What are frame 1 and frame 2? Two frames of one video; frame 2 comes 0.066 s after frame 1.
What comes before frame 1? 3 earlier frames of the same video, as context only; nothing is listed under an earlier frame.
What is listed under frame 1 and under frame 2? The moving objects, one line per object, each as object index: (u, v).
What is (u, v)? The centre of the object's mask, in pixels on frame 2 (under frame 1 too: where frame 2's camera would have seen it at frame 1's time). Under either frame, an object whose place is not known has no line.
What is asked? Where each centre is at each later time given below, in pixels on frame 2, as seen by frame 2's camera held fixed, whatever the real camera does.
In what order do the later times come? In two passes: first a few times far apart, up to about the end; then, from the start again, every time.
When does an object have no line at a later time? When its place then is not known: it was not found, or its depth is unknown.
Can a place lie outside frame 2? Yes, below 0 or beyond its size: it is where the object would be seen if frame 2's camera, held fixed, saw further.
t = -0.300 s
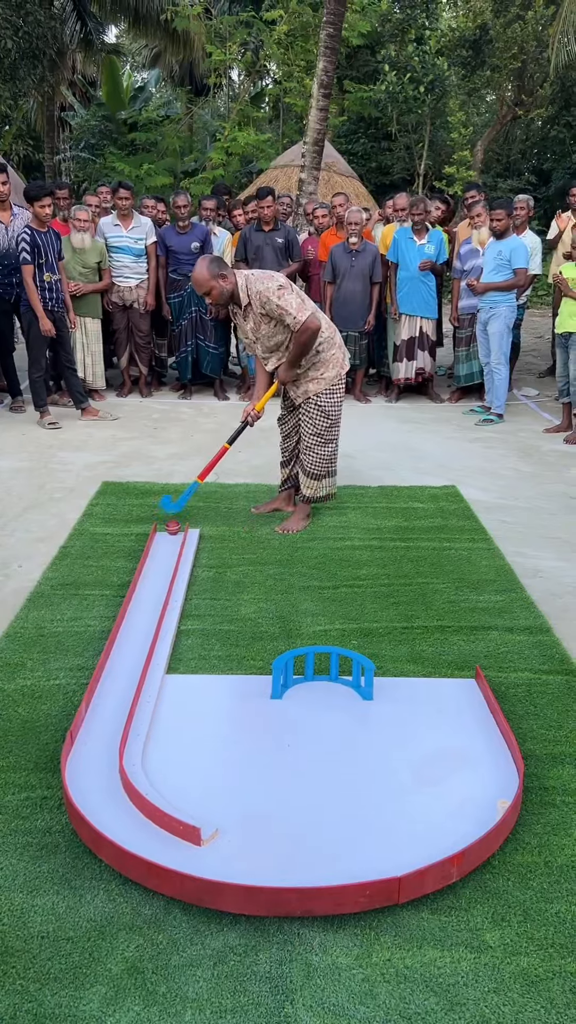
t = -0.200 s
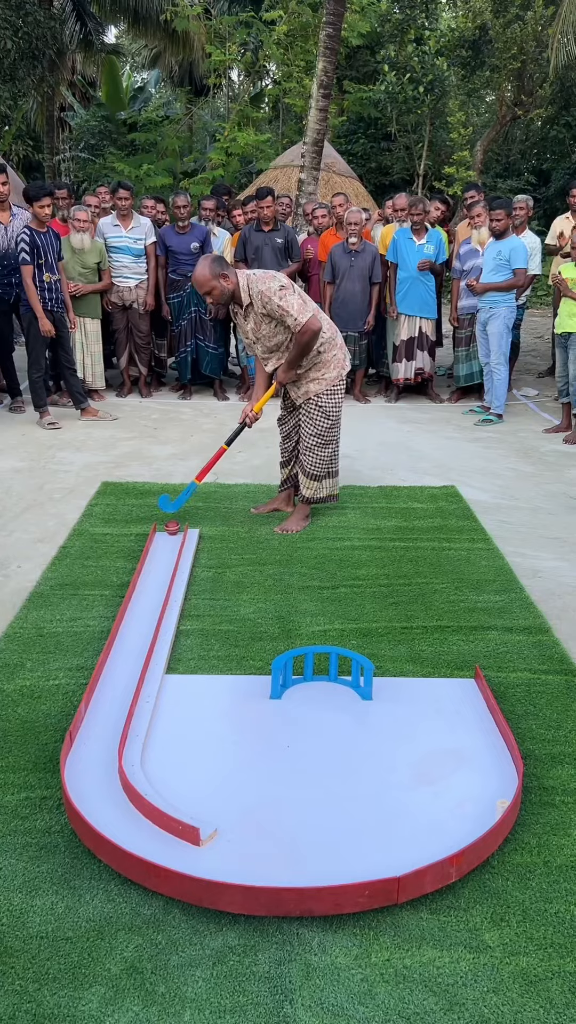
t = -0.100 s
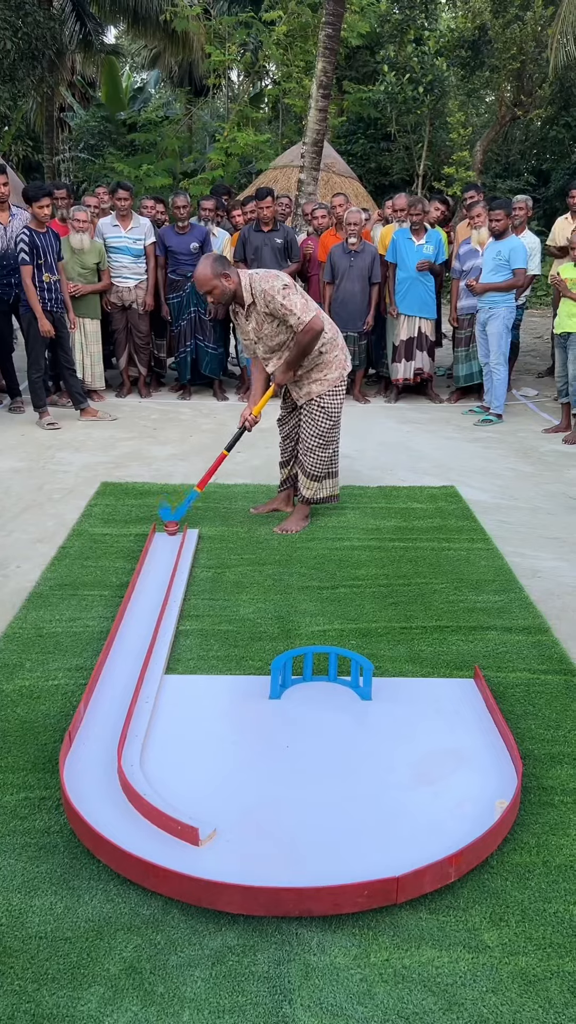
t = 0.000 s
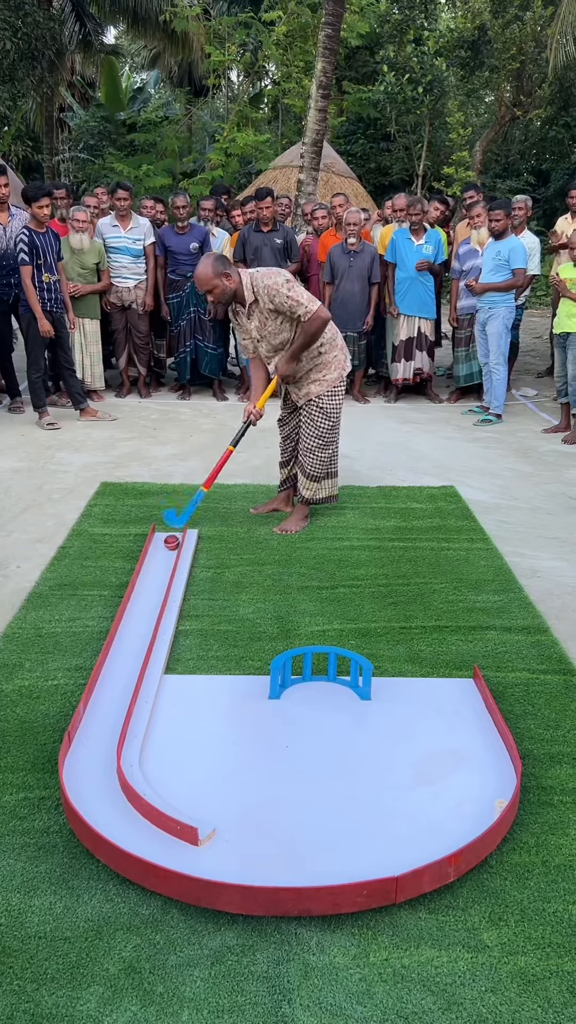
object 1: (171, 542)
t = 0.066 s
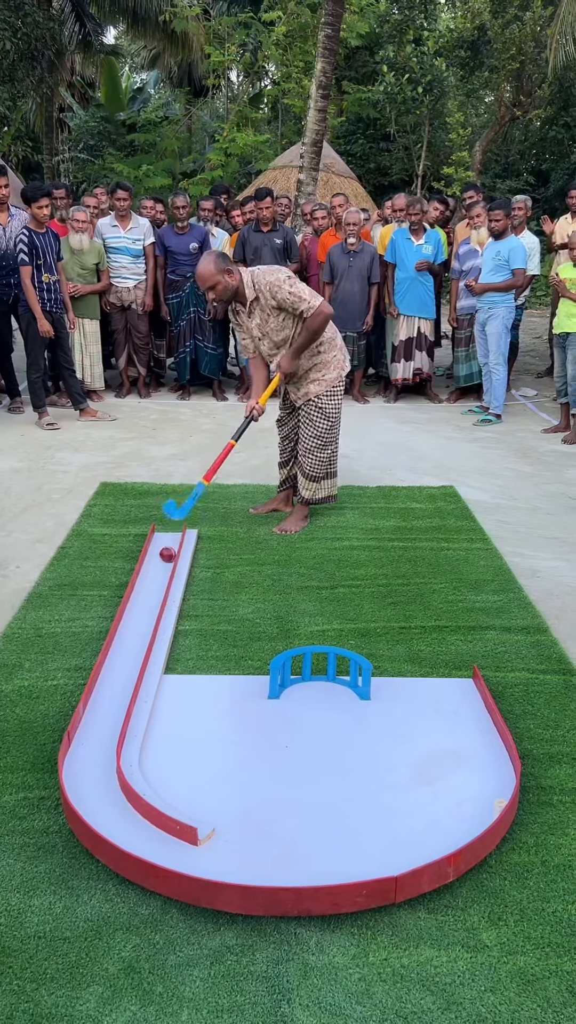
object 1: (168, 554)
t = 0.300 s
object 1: (148, 593)
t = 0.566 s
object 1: (122, 641)
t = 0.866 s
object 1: (95, 701)
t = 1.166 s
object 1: (76, 772)
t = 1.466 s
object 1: (115, 827)
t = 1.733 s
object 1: (176, 859)
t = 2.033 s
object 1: (258, 872)
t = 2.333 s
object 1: (335, 871)
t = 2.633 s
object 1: (399, 862)
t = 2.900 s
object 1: (437, 842)
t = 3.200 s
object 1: (470, 813)
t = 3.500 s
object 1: (479, 782)
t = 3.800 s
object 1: (479, 749)
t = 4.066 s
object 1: (476, 720)
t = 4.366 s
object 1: (470, 688)
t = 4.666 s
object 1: (455, 661)
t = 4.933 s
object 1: (447, 643)
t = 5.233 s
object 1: (445, 634)
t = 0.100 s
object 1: (165, 560)
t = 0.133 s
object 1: (162, 565)
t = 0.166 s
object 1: (160, 571)
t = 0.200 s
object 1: (157, 576)
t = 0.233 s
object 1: (154, 582)
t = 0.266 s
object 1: (151, 587)
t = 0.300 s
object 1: (148, 593)
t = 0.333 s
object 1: (145, 598)
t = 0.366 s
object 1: (142, 604)
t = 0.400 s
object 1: (139, 610)
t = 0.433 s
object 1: (136, 616)
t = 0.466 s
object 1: (133, 622)
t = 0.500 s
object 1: (129, 628)
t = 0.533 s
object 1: (126, 635)
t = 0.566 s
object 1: (122, 641)
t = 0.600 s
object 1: (119, 648)
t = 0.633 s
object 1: (114, 655)
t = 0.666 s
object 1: (110, 662)
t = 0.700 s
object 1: (108, 668)
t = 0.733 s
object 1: (107, 672)
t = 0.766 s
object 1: (104, 679)
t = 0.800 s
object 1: (101, 686)
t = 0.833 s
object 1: (98, 694)
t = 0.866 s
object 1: (95, 701)
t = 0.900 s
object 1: (94, 709)
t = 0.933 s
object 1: (91, 716)
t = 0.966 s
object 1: (88, 724)
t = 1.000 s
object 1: (86, 732)
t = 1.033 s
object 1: (82, 740)
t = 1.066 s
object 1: (80, 748)
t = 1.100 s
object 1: (76, 757)
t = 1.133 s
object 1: (75, 764)
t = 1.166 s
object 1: (76, 772)
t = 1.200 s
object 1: (78, 779)
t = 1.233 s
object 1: (79, 787)
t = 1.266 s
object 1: (82, 793)
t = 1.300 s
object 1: (86, 800)
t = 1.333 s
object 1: (90, 806)
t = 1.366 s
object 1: (96, 813)
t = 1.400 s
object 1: (102, 817)
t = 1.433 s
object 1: (108, 822)
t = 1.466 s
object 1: (115, 827)
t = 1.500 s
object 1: (121, 832)
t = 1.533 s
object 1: (128, 836)
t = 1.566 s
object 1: (134, 841)
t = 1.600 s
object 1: (141, 845)
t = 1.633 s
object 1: (150, 849)
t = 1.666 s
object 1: (159, 853)
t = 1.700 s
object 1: (167, 856)
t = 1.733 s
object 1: (176, 859)
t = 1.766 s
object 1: (185, 861)
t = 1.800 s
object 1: (194, 864)
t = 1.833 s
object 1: (202, 867)
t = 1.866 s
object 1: (211, 869)
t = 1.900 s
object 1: (221, 870)
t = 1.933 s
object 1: (230, 871)
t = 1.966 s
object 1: (240, 872)
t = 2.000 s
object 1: (248, 872)
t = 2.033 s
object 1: (258, 872)
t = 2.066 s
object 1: (267, 873)
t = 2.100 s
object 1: (276, 873)
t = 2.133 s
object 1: (285, 873)
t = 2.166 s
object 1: (293, 873)
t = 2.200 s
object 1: (302, 873)
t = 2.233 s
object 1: (310, 873)
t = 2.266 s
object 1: (319, 872)
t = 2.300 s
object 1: (327, 871)
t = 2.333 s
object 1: (335, 871)
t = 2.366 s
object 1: (343, 870)
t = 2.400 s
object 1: (350, 869)
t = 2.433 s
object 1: (358, 868)
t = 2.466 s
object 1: (365, 868)
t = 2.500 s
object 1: (372, 867)
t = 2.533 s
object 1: (379, 866)
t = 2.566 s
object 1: (386, 865)
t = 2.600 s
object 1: (393, 863)
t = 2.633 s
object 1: (399, 862)
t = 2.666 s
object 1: (405, 860)
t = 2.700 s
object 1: (410, 857)
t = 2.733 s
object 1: (414, 855)
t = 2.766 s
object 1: (419, 853)
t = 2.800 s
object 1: (424, 850)
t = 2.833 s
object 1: (428, 848)
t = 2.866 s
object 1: (433, 845)
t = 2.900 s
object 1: (437, 842)
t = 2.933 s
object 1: (441, 839)
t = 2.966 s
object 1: (445, 836)
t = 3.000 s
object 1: (449, 833)
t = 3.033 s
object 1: (453, 830)
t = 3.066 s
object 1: (457, 827)
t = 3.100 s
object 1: (460, 823)
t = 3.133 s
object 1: (464, 820)
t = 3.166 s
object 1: (467, 816)
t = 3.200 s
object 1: (470, 813)
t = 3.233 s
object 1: (474, 810)
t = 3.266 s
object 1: (477, 806)
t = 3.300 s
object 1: (478, 803)
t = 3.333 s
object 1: (478, 799)
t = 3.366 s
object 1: (478, 796)
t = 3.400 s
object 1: (478, 792)
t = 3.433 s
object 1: (479, 789)
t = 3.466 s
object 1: (479, 785)
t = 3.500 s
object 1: (479, 782)
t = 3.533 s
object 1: (479, 778)
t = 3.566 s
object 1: (479, 774)
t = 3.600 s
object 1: (479, 771)
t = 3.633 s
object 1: (479, 767)
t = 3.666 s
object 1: (479, 763)
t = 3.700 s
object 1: (479, 760)
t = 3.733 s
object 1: (479, 756)
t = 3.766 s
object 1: (479, 752)
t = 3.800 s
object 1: (479, 749)
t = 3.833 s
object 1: (479, 745)
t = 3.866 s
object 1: (479, 742)
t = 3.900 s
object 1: (478, 738)
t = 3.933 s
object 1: (478, 734)
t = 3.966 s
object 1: (477, 730)
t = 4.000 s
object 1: (477, 727)
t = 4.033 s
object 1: (477, 723)
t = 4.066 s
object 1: (476, 720)
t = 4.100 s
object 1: (476, 715)
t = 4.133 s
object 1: (476, 712)
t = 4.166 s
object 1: (476, 709)
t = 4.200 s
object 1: (475, 705)
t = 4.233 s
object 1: (474, 702)
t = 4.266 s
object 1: (474, 698)
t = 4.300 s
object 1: (473, 695)
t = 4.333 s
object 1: (472, 690)
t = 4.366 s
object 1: (470, 688)
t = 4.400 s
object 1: (469, 684)
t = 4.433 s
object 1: (467, 681)
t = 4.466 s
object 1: (465, 677)
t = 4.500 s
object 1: (463, 674)
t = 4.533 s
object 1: (462, 671)
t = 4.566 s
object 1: (460, 668)
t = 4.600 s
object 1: (458, 666)
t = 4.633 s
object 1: (456, 663)
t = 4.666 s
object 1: (455, 661)
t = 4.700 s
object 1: (454, 659)
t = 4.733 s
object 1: (453, 655)
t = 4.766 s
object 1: (452, 653)
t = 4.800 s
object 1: (451, 652)
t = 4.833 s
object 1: (450, 650)
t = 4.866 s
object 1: (449, 648)
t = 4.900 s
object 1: (448, 646)
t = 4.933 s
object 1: (447, 643)
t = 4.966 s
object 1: (447, 642)
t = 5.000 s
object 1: (445, 641)
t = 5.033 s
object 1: (445, 639)
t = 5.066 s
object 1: (444, 638)
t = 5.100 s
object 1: (444, 637)
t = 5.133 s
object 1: (444, 635)
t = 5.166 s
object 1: (444, 634)
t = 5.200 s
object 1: (444, 634)
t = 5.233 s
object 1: (445, 634)
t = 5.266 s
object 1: (446, 634)
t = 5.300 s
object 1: (446, 635)
